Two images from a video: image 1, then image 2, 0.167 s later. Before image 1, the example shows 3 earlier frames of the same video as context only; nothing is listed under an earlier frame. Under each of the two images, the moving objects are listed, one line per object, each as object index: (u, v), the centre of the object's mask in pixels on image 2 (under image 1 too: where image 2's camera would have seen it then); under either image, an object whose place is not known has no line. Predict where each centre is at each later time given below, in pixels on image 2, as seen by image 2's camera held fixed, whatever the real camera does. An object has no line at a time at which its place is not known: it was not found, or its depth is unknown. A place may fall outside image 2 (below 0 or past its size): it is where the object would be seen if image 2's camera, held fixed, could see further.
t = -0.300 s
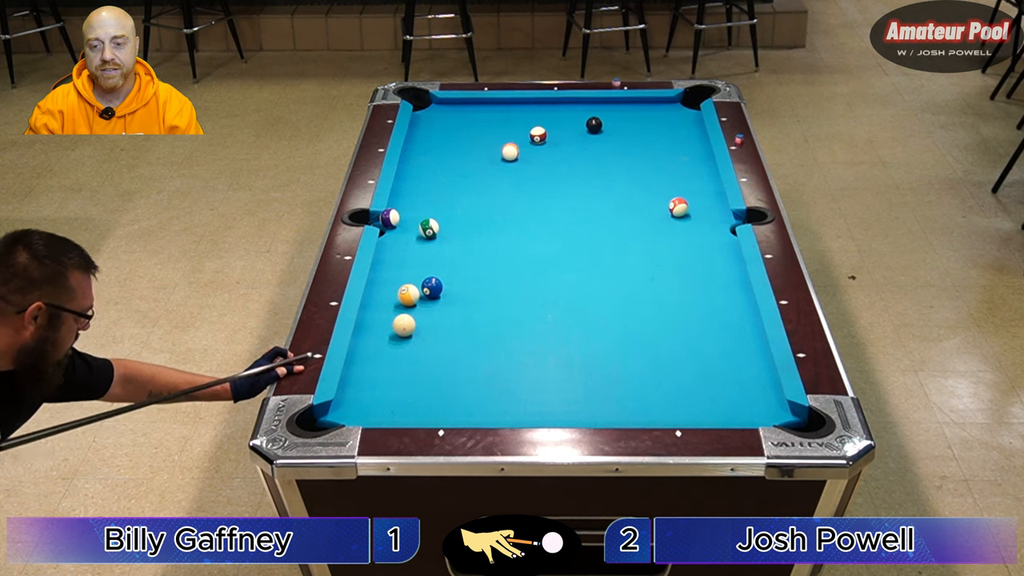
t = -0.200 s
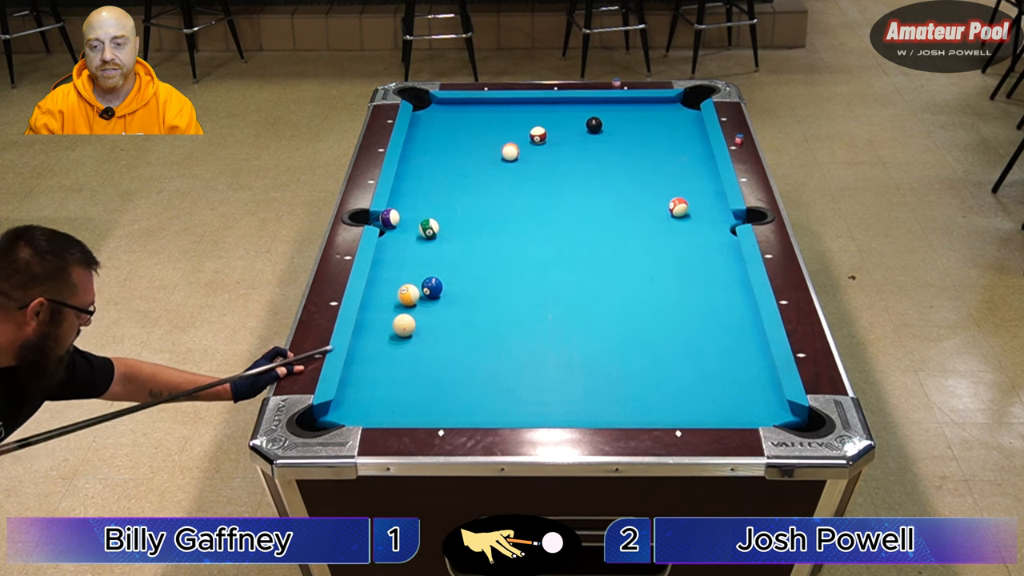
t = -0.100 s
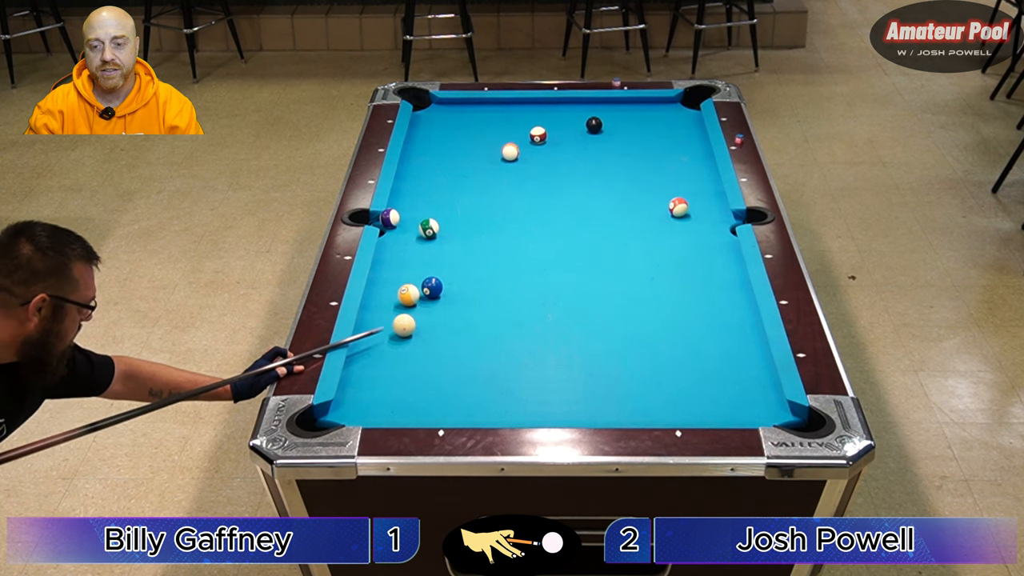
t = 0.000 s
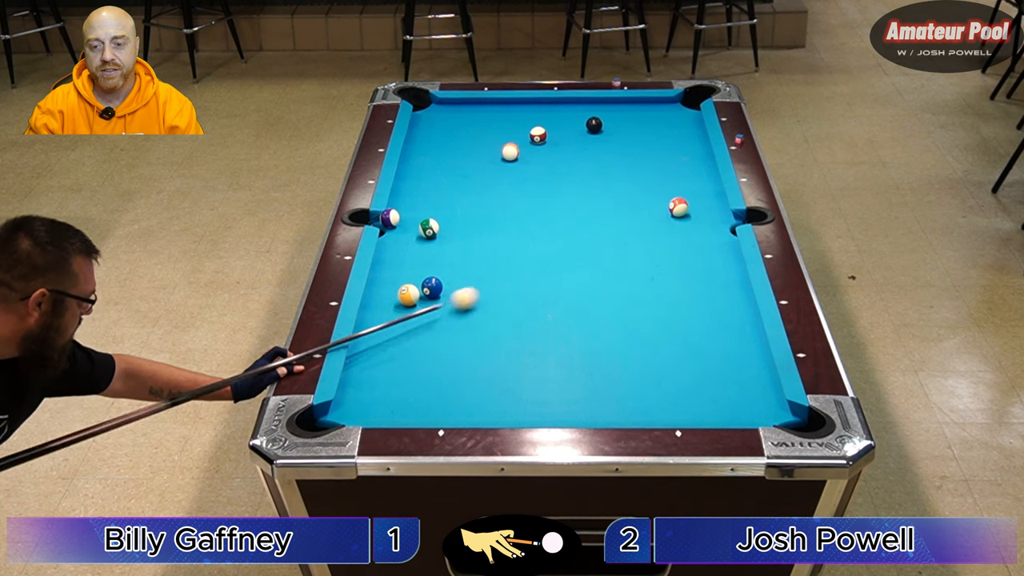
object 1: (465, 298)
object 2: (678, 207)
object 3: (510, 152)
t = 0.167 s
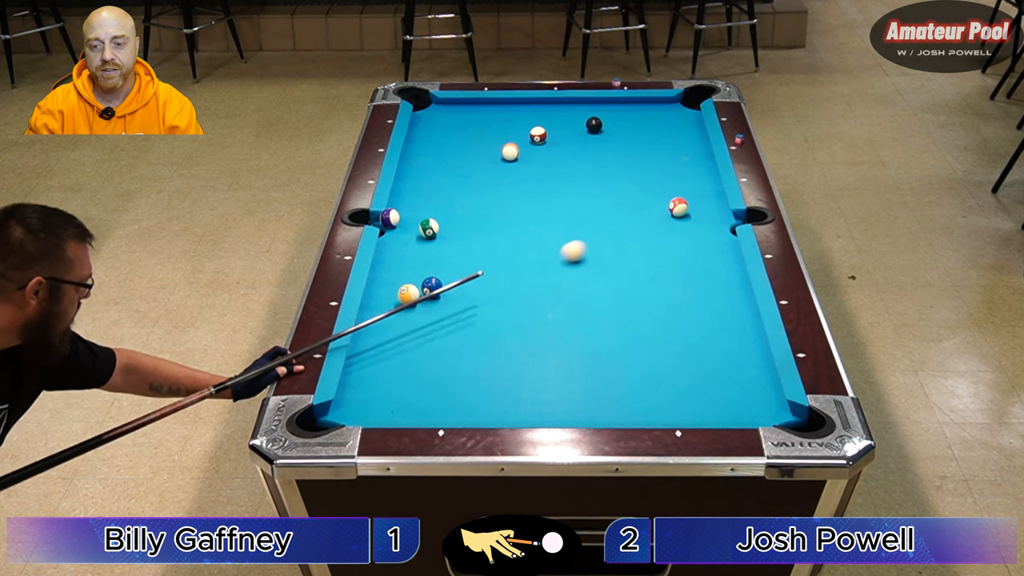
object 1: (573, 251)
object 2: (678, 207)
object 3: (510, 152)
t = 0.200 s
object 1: (593, 242)
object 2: (678, 207)
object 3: (510, 152)
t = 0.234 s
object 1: (613, 234)
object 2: (678, 207)
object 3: (510, 152)
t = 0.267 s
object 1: (632, 226)
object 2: (678, 207)
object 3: (510, 152)
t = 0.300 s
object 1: (650, 218)
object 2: (678, 207)
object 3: (510, 152)
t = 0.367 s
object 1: (663, 211)
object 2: (701, 199)
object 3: (510, 152)
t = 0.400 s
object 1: (663, 209)
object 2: (716, 193)
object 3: (510, 152)
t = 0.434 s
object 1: (664, 208)
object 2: (705, 190)
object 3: (510, 152)
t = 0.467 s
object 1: (666, 205)
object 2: (695, 188)
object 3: (510, 152)
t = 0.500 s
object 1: (669, 203)
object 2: (686, 185)
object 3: (510, 152)
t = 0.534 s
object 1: (672, 200)
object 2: (677, 183)
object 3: (510, 152)
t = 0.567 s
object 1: (676, 198)
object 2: (667, 181)
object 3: (510, 152)
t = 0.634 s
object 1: (682, 193)
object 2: (650, 177)
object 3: (510, 152)
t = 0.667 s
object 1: (685, 190)
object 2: (642, 176)
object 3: (510, 152)
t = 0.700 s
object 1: (688, 188)
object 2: (633, 174)
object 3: (510, 152)
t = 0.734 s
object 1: (692, 186)
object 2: (625, 172)
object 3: (510, 152)
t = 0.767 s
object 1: (695, 183)
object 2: (617, 170)
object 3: (510, 152)
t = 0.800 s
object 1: (698, 181)
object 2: (608, 168)
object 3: (510, 152)
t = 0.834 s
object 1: (701, 179)
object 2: (600, 167)
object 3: (510, 152)
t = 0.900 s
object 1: (707, 175)
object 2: (585, 163)
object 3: (510, 152)
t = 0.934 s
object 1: (709, 172)
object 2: (577, 161)
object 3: (510, 152)
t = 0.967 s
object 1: (707, 171)
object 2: (569, 159)
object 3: (510, 152)
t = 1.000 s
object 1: (705, 169)
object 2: (561, 157)
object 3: (510, 152)
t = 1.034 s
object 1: (702, 168)
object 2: (554, 156)
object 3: (510, 152)
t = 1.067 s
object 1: (700, 166)
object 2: (546, 154)
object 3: (510, 152)
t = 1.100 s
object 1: (698, 165)
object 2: (539, 153)
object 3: (510, 152)
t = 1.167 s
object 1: (693, 162)
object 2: (526, 149)
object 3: (508, 152)
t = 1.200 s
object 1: (691, 161)
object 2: (524, 147)
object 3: (504, 153)
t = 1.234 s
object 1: (688, 159)
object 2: (520, 145)
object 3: (500, 153)
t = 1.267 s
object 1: (686, 158)
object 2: (517, 143)
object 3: (496, 154)
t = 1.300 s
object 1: (684, 157)
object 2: (514, 141)
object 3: (492, 154)
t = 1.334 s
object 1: (682, 155)
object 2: (510, 139)
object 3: (489, 154)
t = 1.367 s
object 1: (680, 154)
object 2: (507, 137)
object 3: (485, 155)
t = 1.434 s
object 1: (676, 151)
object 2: (501, 133)
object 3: (478, 155)
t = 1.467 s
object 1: (674, 150)
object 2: (498, 131)
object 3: (474, 156)
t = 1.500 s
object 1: (672, 149)
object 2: (495, 129)
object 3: (470, 156)
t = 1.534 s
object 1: (670, 148)
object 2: (492, 128)
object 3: (467, 157)
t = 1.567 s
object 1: (668, 147)
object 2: (489, 126)
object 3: (463, 157)
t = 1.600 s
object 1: (666, 146)
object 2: (487, 124)
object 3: (460, 157)
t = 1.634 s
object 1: (664, 144)
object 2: (484, 122)
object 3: (457, 158)
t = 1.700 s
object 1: (661, 142)
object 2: (478, 119)
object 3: (450, 159)
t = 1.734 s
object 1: (659, 141)
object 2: (475, 118)
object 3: (446, 159)
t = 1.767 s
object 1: (657, 140)
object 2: (473, 116)
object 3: (443, 160)
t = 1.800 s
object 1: (656, 139)
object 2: (470, 114)
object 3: (440, 160)
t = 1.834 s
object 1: (654, 138)
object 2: (467, 112)
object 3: (437, 160)
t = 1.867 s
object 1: (652, 137)
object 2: (465, 111)
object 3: (434, 160)
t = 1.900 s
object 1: (651, 136)
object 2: (462, 109)
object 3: (431, 161)
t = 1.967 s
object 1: (647, 134)
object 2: (457, 106)
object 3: (424, 161)
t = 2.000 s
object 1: (646, 133)
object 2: (454, 105)
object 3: (421, 162)
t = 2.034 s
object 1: (644, 132)
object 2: (452, 103)
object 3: (418, 162)
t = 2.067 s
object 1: (643, 131)
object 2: (450, 102)
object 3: (415, 162)
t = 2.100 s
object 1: (642, 130)
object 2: (447, 103)
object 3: (412, 163)
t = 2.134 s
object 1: (640, 129)
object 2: (444, 104)
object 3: (409, 163)
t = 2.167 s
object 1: (638, 128)
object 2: (440, 105)
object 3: (407, 164)
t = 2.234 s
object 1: (636, 127)
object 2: (435, 106)
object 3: (410, 164)
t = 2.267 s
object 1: (634, 126)
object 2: (432, 107)
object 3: (412, 164)
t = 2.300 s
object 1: (633, 125)
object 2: (429, 108)
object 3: (414, 164)
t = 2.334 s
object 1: (632, 124)
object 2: (426, 110)
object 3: (415, 164)
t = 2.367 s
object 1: (630, 123)
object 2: (423, 111)
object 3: (417, 165)
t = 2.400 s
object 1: (629, 122)
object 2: (420, 111)
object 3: (418, 165)
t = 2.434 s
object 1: (628, 122)
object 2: (421, 112)
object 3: (420, 165)
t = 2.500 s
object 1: (626, 120)
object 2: (424, 114)
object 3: (423, 165)
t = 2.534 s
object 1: (624, 119)
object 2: (425, 115)
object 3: (425, 165)
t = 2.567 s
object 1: (623, 119)
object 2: (426, 116)
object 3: (426, 166)
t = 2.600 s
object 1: (622, 118)
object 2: (428, 117)
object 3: (427, 166)
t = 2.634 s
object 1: (621, 117)
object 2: (430, 117)
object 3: (429, 166)
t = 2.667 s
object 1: (620, 116)
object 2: (431, 118)
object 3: (430, 166)
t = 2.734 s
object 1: (618, 115)
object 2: (434, 120)
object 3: (433, 166)
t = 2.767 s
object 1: (617, 114)
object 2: (436, 120)
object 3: (434, 166)
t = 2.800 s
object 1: (616, 114)
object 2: (437, 121)
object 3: (435, 167)
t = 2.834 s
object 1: (615, 113)
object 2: (439, 122)
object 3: (437, 167)
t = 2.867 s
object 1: (614, 112)
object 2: (440, 123)
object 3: (438, 167)
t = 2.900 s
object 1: (613, 112)
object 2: (442, 123)
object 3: (439, 167)
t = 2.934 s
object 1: (612, 111)
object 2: (443, 124)
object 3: (440, 167)
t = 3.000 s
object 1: (610, 110)
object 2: (446, 126)
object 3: (442, 167)
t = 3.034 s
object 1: (610, 109)
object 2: (447, 127)
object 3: (443, 168)
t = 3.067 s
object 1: (608, 109)
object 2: (448, 127)
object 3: (444, 168)
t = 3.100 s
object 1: (608, 108)
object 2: (450, 128)
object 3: (445, 168)
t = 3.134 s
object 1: (607, 107)
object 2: (451, 129)
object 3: (446, 168)
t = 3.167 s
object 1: (606, 107)
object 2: (453, 130)
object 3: (447, 168)
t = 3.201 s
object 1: (605, 106)
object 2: (454, 130)
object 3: (448, 168)
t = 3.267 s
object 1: (604, 105)
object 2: (457, 132)
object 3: (450, 168)
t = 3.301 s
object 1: (603, 105)
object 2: (457, 133)
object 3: (451, 169)
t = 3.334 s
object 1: (602, 104)
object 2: (459, 133)
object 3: (452, 169)
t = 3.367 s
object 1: (601, 104)
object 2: (460, 134)
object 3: (452, 169)
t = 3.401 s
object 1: (601, 104)
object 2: (461, 135)
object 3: (453, 169)
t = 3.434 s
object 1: (600, 103)
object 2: (463, 135)
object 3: (454, 169)
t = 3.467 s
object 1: (599, 103)
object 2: (464, 136)
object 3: (455, 169)
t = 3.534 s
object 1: (598, 102)
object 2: (467, 137)
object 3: (456, 169)
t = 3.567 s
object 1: (597, 101)
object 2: (468, 138)
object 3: (457, 169)
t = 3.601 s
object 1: (597, 101)
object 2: (469, 139)
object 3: (458, 169)
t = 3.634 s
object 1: (596, 101)
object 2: (470, 140)
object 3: (458, 169)
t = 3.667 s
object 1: (596, 102)
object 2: (471, 140)
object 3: (459, 169)
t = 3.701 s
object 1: (596, 102)
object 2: (472, 141)
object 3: (459, 170)
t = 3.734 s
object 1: (596, 102)
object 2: (474, 141)
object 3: (460, 170)
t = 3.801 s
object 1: (595, 102)
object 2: (476, 143)
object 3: (461, 170)
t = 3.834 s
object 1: (595, 103)
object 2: (477, 143)
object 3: (461, 170)
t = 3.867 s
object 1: (595, 103)
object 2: (478, 144)
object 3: (462, 170)
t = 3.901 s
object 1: (595, 103)
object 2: (479, 144)
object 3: (462, 170)
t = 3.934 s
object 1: (595, 103)
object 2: (481, 145)
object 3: (462, 170)
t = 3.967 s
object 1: (594, 103)
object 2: (481, 146)
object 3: (463, 170)
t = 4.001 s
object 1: (594, 103)
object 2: (483, 146)
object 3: (463, 170)
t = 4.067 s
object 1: (594, 103)
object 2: (485, 148)
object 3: (464, 170)
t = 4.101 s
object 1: (594, 104)
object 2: (486, 148)
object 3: (464, 170)
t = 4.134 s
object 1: (594, 104)
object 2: (487, 149)
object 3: (464, 170)
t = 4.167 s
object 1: (594, 104)
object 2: (487, 149)
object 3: (465, 170)
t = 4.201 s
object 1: (593, 104)
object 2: (488, 150)
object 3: (465, 170)
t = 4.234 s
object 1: (593, 104)
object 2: (489, 150)
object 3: (465, 170)
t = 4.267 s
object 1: (593, 104)
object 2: (490, 151)
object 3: (465, 170)
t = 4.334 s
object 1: (593, 104)
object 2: (492, 152)
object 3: (465, 170)
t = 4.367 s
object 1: (593, 104)
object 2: (493, 152)
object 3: (465, 170)
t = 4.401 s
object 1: (593, 104)
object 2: (494, 153)
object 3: (465, 170)
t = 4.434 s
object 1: (593, 104)
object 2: (495, 153)
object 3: (465, 170)
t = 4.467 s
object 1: (593, 104)
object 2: (496, 154)
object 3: (465, 170)
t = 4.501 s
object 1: (593, 104)
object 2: (497, 154)
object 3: (465, 170)
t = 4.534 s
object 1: (593, 104)
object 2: (498, 155)
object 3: (465, 170)
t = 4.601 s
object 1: (593, 104)
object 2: (500, 156)
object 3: (465, 170)
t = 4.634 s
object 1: (593, 104)
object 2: (500, 156)
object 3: (465, 170)
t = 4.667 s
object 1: (593, 104)
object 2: (501, 157)
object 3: (465, 170)
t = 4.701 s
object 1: (593, 104)
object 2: (502, 157)
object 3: (465, 170)
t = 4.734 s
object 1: (593, 104)
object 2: (502, 158)
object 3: (465, 170)
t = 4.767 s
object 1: (593, 104)
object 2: (503, 158)
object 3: (465, 170)
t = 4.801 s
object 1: (593, 104)
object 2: (504, 158)
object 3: (465, 170)
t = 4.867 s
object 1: (593, 104)
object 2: (505, 159)
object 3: (465, 170)
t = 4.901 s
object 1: (593, 104)
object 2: (506, 160)
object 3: (465, 170)
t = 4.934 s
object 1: (593, 104)
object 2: (507, 160)
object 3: (465, 170)
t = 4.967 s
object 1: (593, 104)
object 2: (507, 160)
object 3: (465, 170)
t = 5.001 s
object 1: (593, 104)
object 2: (508, 161)
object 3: (465, 170)
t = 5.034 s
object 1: (594, 104)
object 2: (509, 161)
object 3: (465, 170)
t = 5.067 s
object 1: (593, 104)
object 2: (510, 161)
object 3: (465, 170)
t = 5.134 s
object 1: (593, 104)
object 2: (511, 162)
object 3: (467, 165)
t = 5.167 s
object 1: (593, 104)
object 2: (511, 162)
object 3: (465, 164)
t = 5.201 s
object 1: (593, 104)
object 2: (512, 162)
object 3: (464, 166)
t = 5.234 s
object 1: (593, 104)
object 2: (513, 160)
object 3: (464, 169)
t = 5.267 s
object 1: (593, 104)
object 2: (513, 161)
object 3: (464, 170)
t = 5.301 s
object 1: (593, 104)
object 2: (513, 163)
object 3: (465, 170)
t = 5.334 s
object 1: (593, 104)
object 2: (514, 164)
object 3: (464, 170)
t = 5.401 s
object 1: (593, 104)
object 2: (515, 165)
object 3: (464, 170)
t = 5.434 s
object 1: (593, 104)
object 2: (516, 165)
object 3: (464, 170)
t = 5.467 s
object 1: (593, 104)
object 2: (516, 165)
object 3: (465, 170)
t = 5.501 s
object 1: (593, 104)
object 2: (517, 165)
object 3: (465, 170)
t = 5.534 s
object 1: (593, 104)
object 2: (517, 166)
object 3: (465, 170)
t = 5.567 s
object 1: (593, 104)
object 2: (518, 166)
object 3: (465, 170)
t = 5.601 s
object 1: (593, 104)
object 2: (518, 166)
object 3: (464, 170)
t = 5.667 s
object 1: (593, 104)
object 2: (519, 166)
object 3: (464, 170)
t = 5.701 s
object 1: (593, 104)
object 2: (519, 167)
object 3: (464, 170)
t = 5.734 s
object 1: (593, 104)
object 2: (519, 167)
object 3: (464, 170)
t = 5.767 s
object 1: (593, 104)
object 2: (519, 167)
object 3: (464, 170)
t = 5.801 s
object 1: (593, 104)
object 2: (520, 167)
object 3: (464, 170)
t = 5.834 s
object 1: (593, 104)
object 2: (520, 167)
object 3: (464, 170)
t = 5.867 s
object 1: (593, 104)
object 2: (520, 167)
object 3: (464, 170)
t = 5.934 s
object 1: (593, 104)
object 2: (521, 168)
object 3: (464, 170)
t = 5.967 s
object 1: (593, 104)
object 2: (521, 168)
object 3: (464, 170)
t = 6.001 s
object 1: (593, 104)
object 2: (521, 168)
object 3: (464, 170)
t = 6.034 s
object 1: (593, 104)
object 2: (521, 168)
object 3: (464, 170)
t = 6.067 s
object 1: (593, 104)
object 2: (521, 168)
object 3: (464, 170)
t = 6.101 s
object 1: (593, 104)
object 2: (522, 168)
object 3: (464, 170)
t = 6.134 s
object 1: (593, 104)
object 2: (522, 169)
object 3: (464, 170)
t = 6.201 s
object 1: (593, 104)
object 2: (522, 169)
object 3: (464, 170)
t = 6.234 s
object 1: (593, 104)
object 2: (522, 169)
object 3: (464, 170)
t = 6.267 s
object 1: (593, 104)
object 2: (523, 169)
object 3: (464, 170)
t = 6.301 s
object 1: (593, 104)
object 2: (523, 169)
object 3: (464, 170)
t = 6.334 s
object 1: (593, 104)
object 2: (523, 169)
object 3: (464, 170)
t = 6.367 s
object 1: (593, 104)
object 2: (522, 169)
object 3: (464, 170)
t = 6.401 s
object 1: (593, 104)
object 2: (522, 169)
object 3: (464, 170)
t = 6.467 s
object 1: (593, 104)
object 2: (522, 169)
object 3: (465, 170)
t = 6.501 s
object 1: (593, 104)
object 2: (522, 169)
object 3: (464, 170)
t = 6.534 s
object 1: (593, 104)
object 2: (522, 169)
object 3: (464, 170)
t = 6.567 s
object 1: (593, 104)
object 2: (522, 169)
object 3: (464, 170)
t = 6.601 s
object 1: (593, 104)
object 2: (522, 169)
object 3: (464, 170)
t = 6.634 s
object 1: (593, 104)
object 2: (522, 169)
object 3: (464, 170)
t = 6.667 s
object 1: (593, 104)
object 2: (522, 169)
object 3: (464, 170)
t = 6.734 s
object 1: (593, 104)
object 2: (522, 169)
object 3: (464, 170)
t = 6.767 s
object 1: (593, 104)
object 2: (522, 169)
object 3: (464, 170)
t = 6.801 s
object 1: (593, 104)
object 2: (522, 169)
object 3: (464, 170)
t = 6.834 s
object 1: (593, 104)
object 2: (522, 169)
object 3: (464, 170)
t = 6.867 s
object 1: (593, 104)
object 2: (522, 169)
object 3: (464, 170)
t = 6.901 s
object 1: (593, 104)
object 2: (522, 169)
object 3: (464, 170)
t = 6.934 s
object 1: (593, 104)
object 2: (522, 169)
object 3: (464, 170)
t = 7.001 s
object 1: (593, 104)
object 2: (522, 169)
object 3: (464, 170)
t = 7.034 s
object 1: (593, 104)
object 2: (522, 169)
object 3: (464, 170)
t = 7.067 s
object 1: (593, 104)
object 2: (522, 169)
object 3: (464, 170)
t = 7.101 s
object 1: (593, 104)
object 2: (522, 169)
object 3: (464, 170)
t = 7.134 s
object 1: (593, 104)
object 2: (522, 169)
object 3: (464, 170)
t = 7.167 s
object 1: (593, 104)
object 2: (522, 169)
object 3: (464, 170)
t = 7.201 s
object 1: (593, 104)
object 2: (522, 169)
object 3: (464, 170)
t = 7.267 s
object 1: (593, 104)
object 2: (522, 169)
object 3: (464, 170)
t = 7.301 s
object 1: (593, 104)
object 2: (522, 169)
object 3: (464, 170)
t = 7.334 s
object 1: (593, 104)
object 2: (522, 169)
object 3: (464, 170)
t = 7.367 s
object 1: (593, 104)
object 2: (522, 169)
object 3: (464, 170)
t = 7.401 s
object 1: (593, 104)
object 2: (522, 169)
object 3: (464, 170)
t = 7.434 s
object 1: (593, 104)
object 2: (522, 169)
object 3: (464, 170)
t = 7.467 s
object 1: (593, 104)
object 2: (522, 169)
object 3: (464, 170)
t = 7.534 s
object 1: (593, 104)
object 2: (522, 169)
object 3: (464, 170)
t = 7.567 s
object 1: (593, 104)
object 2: (522, 169)
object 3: (464, 170)
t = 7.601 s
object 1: (593, 104)
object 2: (522, 169)
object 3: (464, 170)
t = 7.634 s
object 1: (593, 104)
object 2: (522, 169)
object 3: (464, 170)
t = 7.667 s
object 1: (593, 104)
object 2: (522, 169)
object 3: (464, 170)
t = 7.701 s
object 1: (593, 104)
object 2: (522, 169)
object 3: (464, 170)
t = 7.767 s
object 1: (593, 104)
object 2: (522, 169)
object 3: (464, 170)
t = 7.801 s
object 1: (593, 104)
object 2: (522, 169)
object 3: (464, 170)
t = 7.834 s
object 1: (593, 104)
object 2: (522, 169)
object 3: (464, 170)
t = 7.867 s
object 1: (593, 104)
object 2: (522, 169)
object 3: (464, 170)
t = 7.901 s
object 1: (593, 104)
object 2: (522, 169)
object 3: (464, 170)
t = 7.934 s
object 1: (593, 104)
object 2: (522, 169)
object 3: (464, 170)
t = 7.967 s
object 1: (593, 104)
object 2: (522, 169)
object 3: (464, 170)
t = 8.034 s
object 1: (593, 104)
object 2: (522, 169)
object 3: (464, 170)
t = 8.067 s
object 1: (593, 104)
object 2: (522, 169)
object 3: (464, 170)
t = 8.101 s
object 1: (593, 104)
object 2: (522, 169)
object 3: (464, 170)
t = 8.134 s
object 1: (593, 104)
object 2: (522, 169)
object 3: (464, 170)
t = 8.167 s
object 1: (593, 104)
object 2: (522, 169)
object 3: (464, 170)
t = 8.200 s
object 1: (594, 104)
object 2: (522, 169)
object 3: (465, 170)
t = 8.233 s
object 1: (593, 104)
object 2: (522, 169)
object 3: (465, 170)
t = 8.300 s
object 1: (593, 104)
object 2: (522, 169)
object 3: (465, 170)
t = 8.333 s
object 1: (593, 104)
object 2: (522, 169)
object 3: (465, 170)
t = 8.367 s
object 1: (593, 104)
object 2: (522, 169)
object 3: (465, 170)
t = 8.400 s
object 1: (594, 104)
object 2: (522, 169)
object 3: (465, 170)
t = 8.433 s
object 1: (593, 104)
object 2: (522, 169)
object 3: (465, 170)
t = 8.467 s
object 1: (593, 104)
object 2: (522, 169)
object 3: (465, 170)
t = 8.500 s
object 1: (593, 104)
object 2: (522, 169)
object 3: (465, 170)
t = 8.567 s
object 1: (593, 104)
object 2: (522, 169)
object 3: (465, 170)
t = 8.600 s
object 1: (593, 104)
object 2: (522, 169)
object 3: (465, 170)
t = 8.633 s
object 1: (593, 104)
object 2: (522, 169)
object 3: (465, 170)
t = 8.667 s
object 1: (593, 104)
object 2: (522, 169)
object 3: (464, 170)
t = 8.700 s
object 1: (593, 104)
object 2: (522, 169)
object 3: (465, 170)
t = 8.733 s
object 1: (593, 104)
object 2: (522, 169)
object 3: (465, 170)
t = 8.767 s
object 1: (593, 104)
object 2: (522, 169)
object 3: (464, 170)
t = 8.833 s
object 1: (593, 104)
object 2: (522, 169)
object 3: (465, 170)
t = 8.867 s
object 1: (593, 104)
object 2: (522, 169)
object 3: (465, 170)
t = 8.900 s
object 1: (593, 104)
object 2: (522, 169)
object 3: (465, 170)
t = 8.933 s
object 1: (593, 104)
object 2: (522, 169)
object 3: (465, 170)
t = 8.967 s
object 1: (593, 104)
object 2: (522, 169)
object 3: (465, 170)
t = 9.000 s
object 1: (593, 104)
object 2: (522, 169)
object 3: (465, 170)
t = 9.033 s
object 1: (593, 104)
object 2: (522, 169)
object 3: (465, 170)
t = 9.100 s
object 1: (593, 104)
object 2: (522, 169)
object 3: (465, 170)
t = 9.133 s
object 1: (593, 104)
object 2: (522, 169)
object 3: (465, 170)
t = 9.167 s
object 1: (593, 104)
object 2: (522, 169)
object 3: (465, 170)
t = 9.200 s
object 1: (593, 104)
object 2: (522, 169)
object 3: (465, 170)
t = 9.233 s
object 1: (593, 104)
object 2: (522, 169)
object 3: (465, 170)
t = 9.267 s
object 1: (593, 104)
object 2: (522, 169)
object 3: (465, 170)
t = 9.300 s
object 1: (593, 104)
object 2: (522, 169)
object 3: (465, 170)
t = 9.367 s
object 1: (593, 104)
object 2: (522, 169)
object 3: (465, 170)
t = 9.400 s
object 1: (593, 104)
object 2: (522, 169)
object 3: (465, 170)
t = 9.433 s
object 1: (593, 104)
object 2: (522, 169)
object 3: (464, 170)
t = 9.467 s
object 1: (593, 104)
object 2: (522, 170)
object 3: (465, 170)
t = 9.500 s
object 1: (593, 104)
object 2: (522, 170)
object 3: (465, 170)
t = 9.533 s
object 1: (593, 104)
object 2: (522, 169)
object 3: (465, 170)
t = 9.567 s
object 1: (593, 104)
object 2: (522, 169)
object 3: (465, 170)
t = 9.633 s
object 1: (593, 104)
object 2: (522, 170)
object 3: (465, 170)
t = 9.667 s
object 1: (593, 104)
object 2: (522, 169)
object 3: (465, 170)
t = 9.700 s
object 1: (593, 104)
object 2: (522, 169)
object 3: (465, 170)
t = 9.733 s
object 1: (593, 104)
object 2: (522, 169)
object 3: (465, 170)
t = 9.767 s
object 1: (593, 104)
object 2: (522, 170)
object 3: (465, 170)
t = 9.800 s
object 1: (593, 104)
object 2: (522, 170)
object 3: (465, 170)
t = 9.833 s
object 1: (593, 104)
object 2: (522, 170)
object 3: (465, 170)
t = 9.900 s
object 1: (593, 104)
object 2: (522, 170)
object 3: (465, 170)
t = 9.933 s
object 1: (593, 104)
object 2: (522, 170)
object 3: (465, 170)
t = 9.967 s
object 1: (593, 104)
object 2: (522, 170)
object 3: (465, 170)
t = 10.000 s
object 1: (593, 104)
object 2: (522, 170)
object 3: (465, 170)
